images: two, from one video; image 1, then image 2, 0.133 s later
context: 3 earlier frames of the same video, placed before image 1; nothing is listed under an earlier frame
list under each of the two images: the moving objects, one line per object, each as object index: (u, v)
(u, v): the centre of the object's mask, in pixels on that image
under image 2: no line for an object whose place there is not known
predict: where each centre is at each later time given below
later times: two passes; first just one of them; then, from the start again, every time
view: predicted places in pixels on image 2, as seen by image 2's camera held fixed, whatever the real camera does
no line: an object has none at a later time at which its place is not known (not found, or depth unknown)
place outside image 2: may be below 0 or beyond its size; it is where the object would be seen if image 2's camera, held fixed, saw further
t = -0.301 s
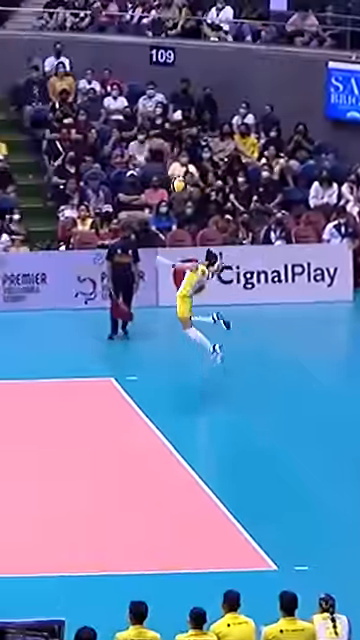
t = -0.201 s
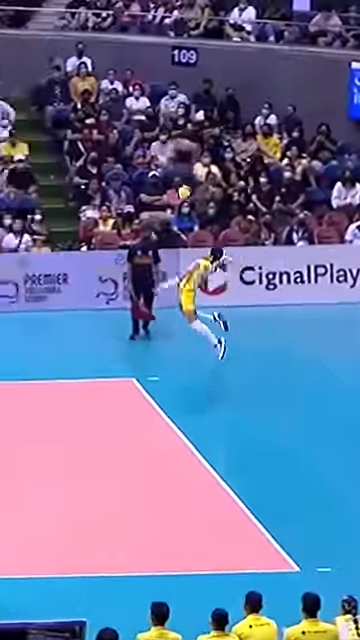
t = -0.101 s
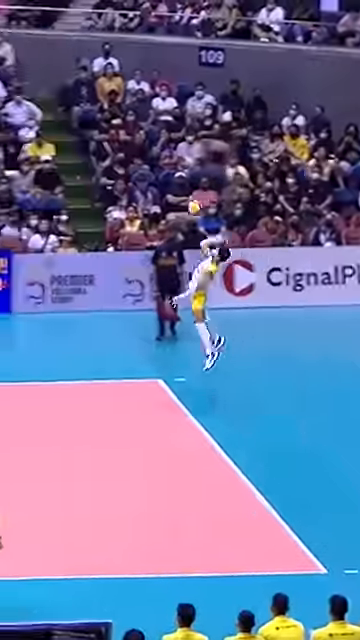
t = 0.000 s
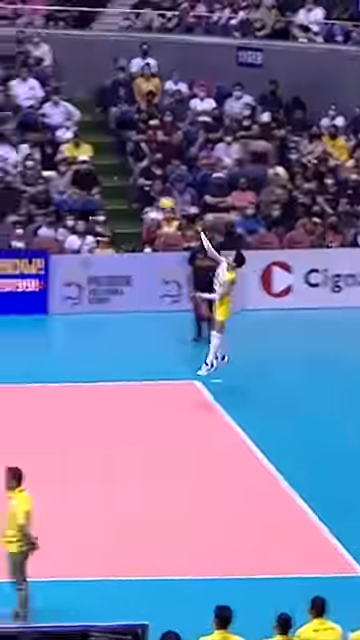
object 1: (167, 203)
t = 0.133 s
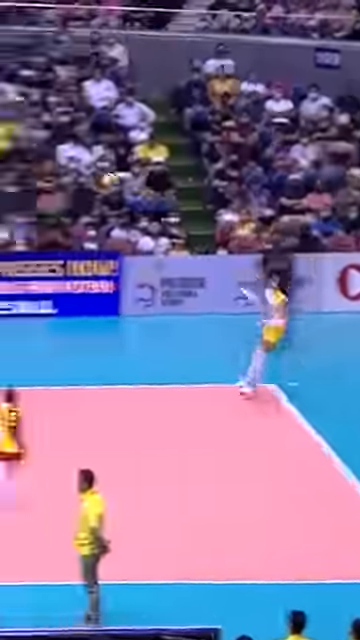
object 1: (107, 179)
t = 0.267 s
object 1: (-19, 165)
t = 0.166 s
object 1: (77, 175)
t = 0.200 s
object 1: (45, 170)
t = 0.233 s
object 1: (13, 168)
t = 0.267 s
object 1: (-19, 165)
